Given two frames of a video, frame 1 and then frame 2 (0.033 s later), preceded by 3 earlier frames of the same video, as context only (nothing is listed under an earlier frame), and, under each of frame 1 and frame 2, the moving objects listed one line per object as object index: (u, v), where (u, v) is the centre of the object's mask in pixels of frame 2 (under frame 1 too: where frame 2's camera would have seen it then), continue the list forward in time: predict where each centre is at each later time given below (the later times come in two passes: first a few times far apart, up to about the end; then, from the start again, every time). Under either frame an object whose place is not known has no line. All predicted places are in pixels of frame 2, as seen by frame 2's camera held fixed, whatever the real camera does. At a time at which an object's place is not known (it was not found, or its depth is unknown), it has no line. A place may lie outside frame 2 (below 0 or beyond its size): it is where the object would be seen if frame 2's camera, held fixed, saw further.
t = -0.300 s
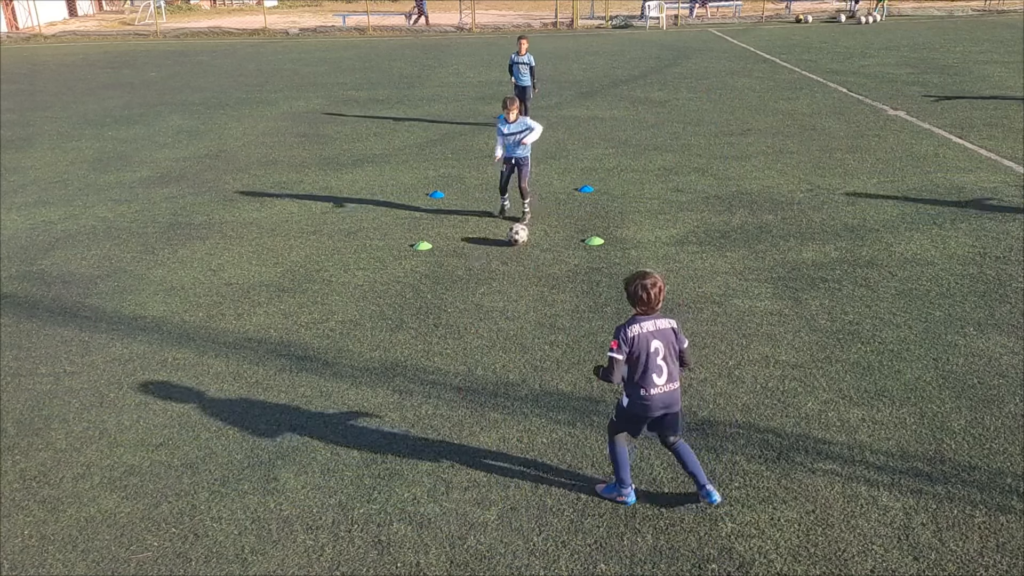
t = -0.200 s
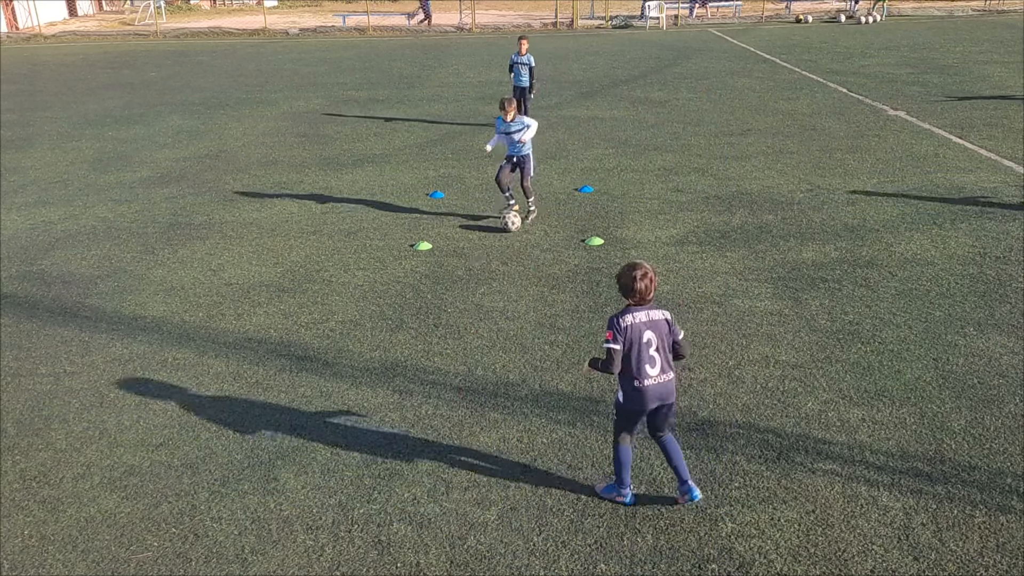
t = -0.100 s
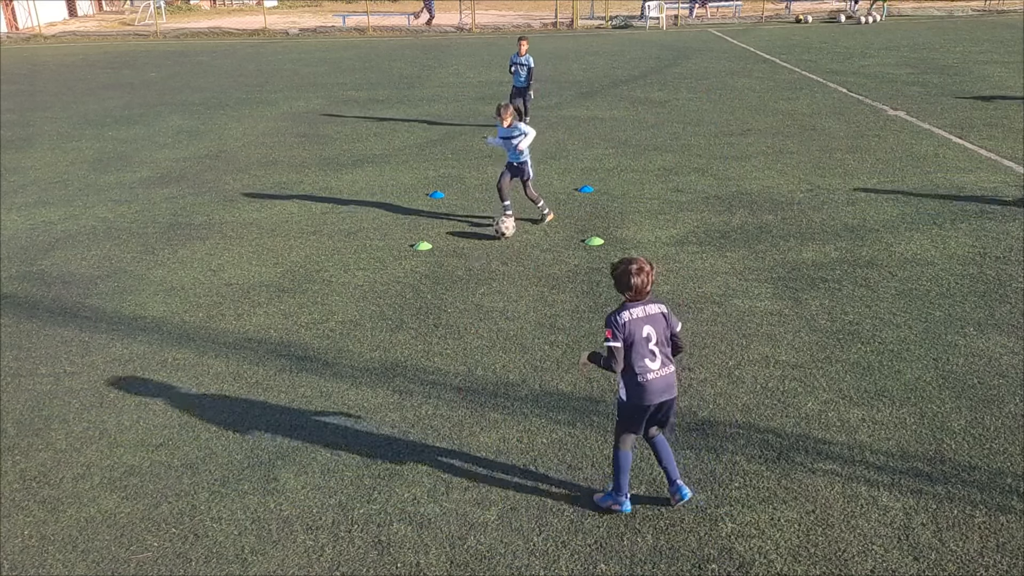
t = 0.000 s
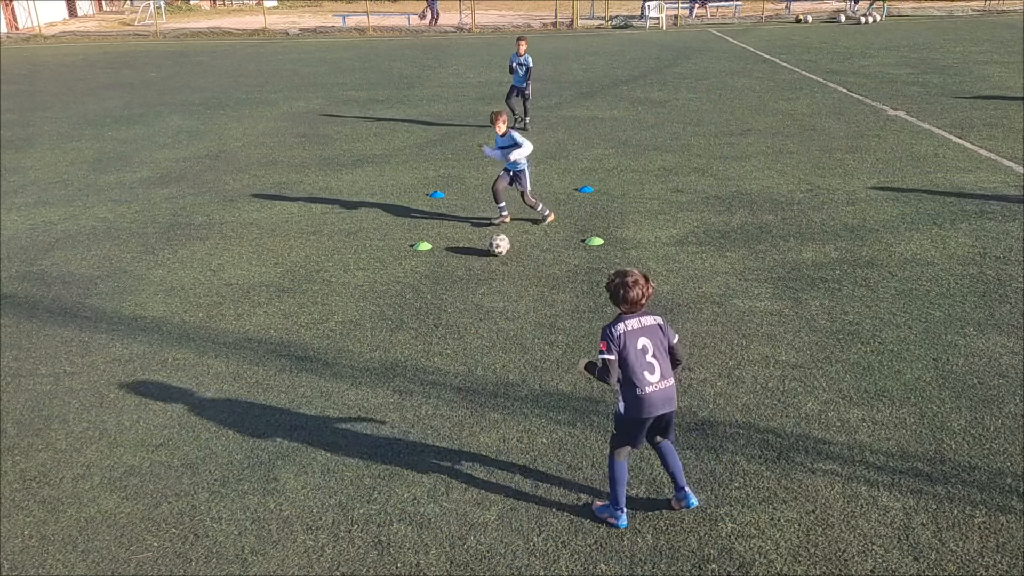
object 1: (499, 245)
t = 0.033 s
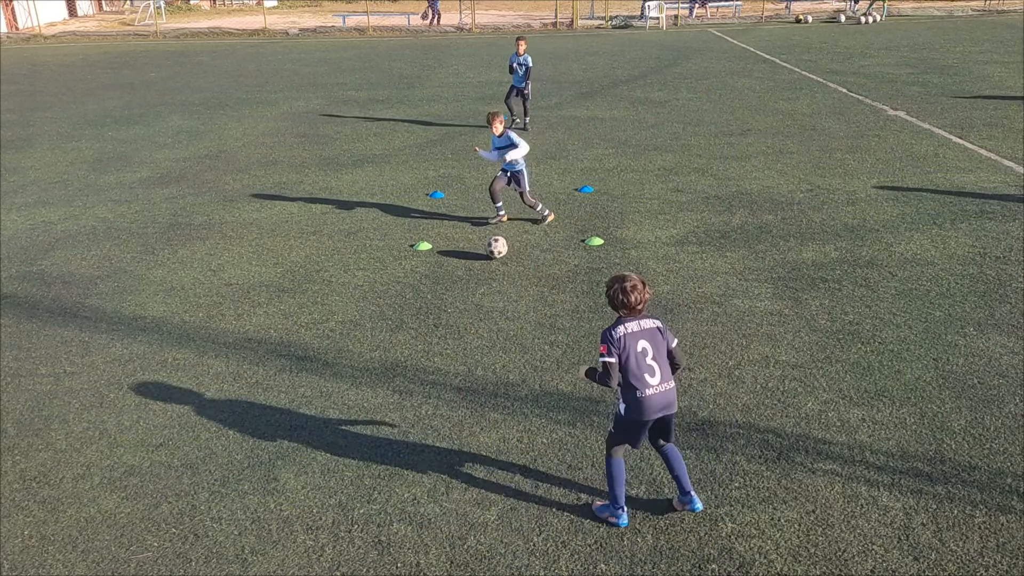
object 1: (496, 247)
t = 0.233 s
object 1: (482, 273)
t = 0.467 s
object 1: (465, 303)
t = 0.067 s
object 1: (494, 251)
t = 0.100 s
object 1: (492, 255)
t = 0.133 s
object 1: (489, 261)
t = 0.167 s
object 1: (487, 266)
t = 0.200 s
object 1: (485, 269)
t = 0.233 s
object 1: (482, 273)
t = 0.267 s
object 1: (481, 278)
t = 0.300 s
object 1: (478, 282)
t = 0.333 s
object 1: (476, 286)
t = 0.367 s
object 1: (473, 290)
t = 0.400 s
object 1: (471, 294)
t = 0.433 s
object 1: (469, 299)
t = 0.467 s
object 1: (465, 303)
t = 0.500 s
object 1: (463, 307)
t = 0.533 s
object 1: (461, 312)
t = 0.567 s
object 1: (458, 317)
